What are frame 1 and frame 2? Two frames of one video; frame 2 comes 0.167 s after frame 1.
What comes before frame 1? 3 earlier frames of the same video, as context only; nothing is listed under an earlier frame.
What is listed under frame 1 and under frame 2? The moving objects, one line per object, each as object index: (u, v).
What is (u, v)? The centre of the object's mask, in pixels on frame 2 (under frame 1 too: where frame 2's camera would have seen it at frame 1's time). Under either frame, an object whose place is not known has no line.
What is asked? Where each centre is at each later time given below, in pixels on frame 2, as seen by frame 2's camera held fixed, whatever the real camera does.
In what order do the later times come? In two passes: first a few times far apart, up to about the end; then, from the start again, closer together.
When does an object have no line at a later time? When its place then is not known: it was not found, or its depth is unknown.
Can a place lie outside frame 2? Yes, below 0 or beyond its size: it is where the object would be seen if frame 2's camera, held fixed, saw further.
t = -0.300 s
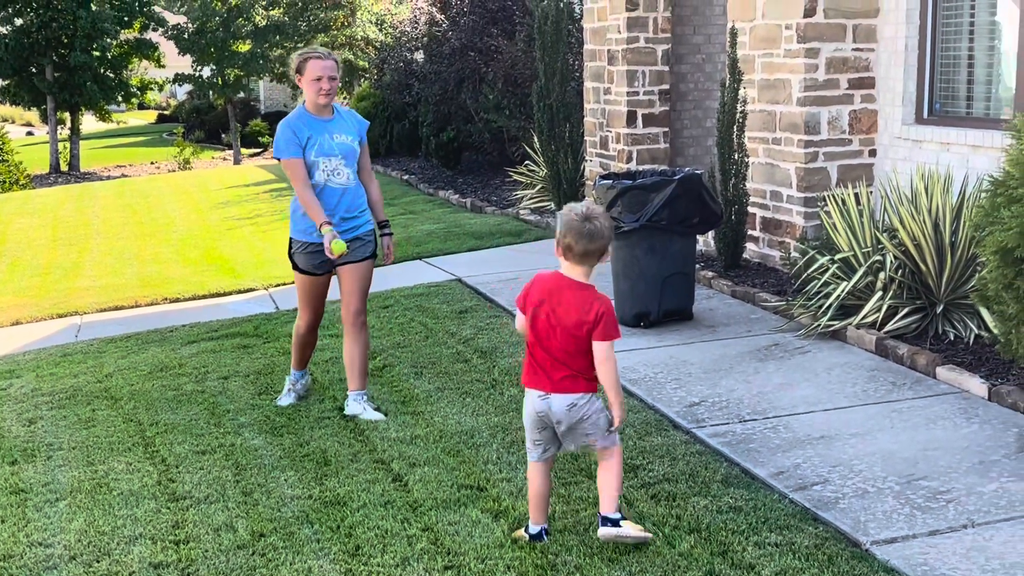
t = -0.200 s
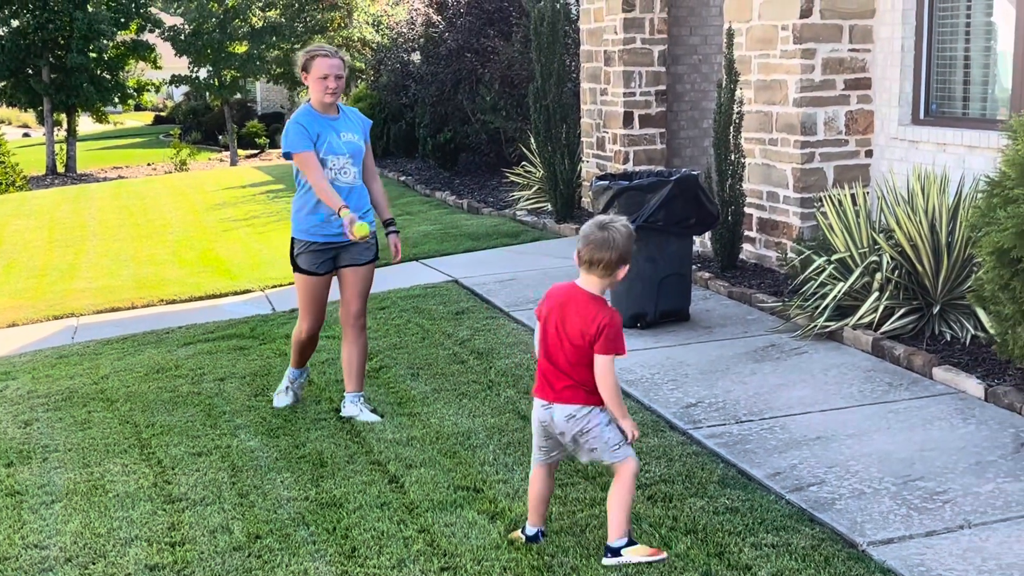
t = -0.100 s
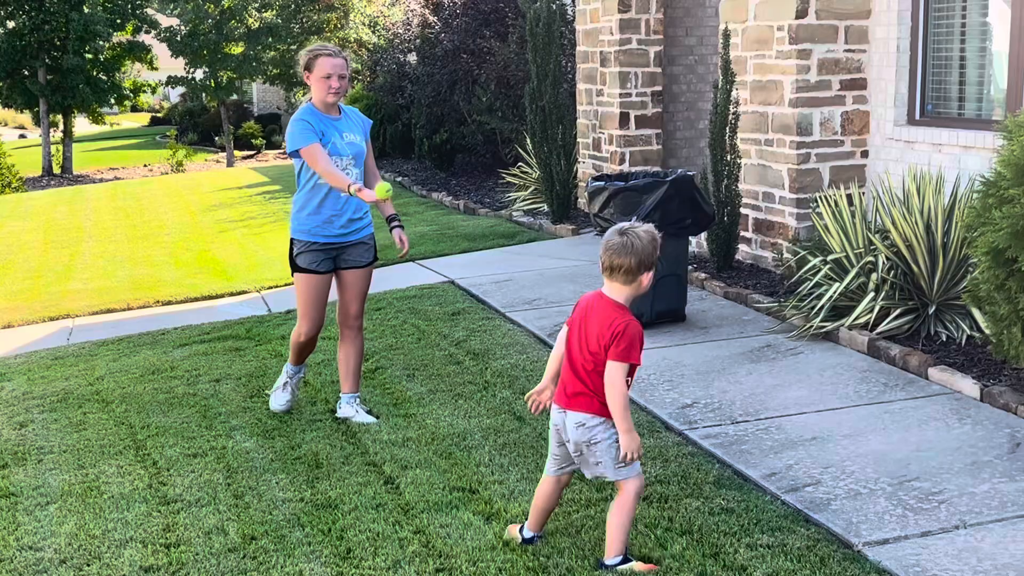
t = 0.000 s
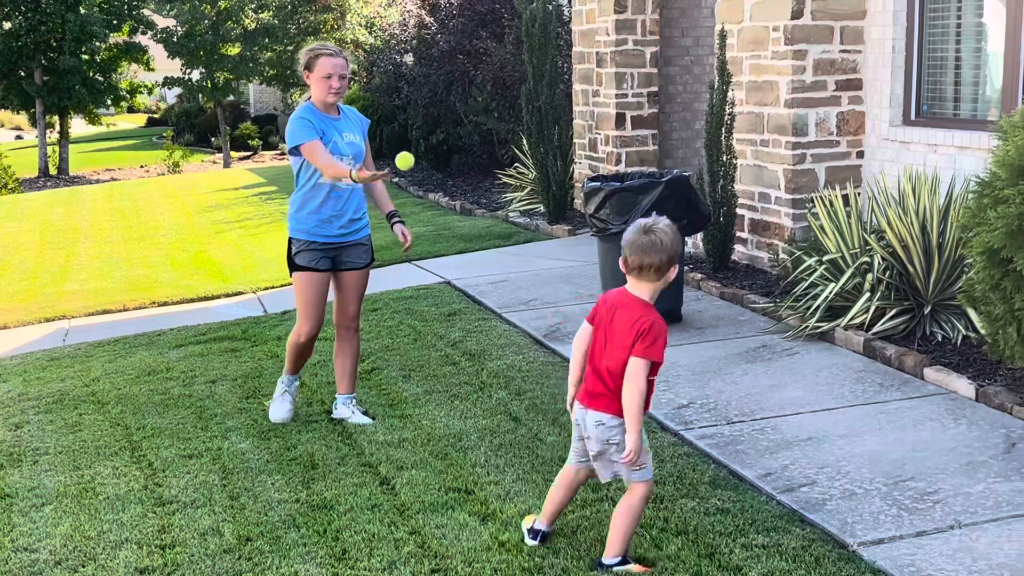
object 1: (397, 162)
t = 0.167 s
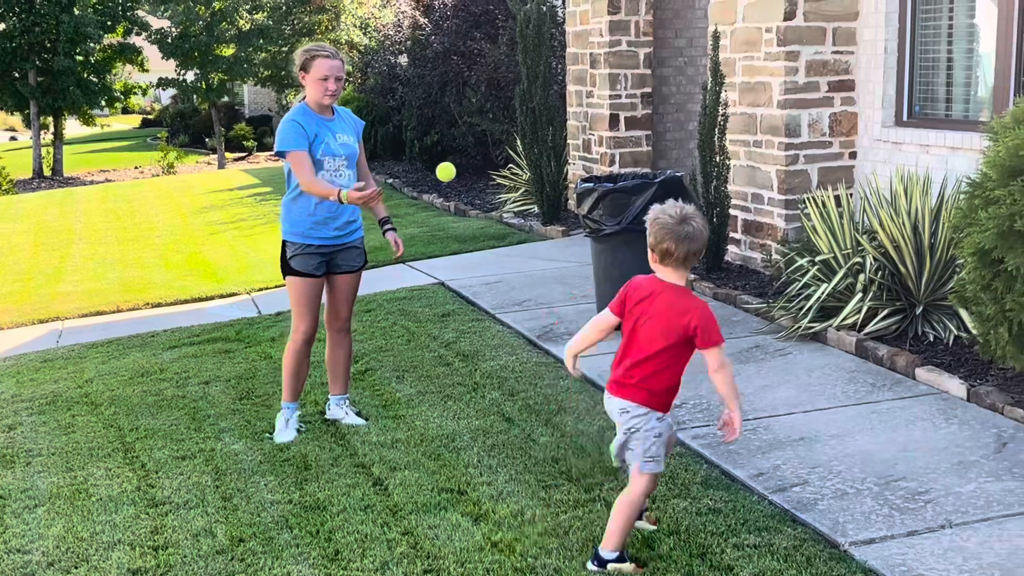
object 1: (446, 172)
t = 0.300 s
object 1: (488, 240)
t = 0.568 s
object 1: (581, 525)
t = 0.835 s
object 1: (583, 516)
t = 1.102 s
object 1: (585, 527)
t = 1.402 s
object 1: (584, 527)
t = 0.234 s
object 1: (466, 199)
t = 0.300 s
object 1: (488, 240)
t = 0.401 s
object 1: (522, 326)
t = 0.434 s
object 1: (534, 364)
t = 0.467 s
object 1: (546, 404)
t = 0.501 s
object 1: (559, 449)
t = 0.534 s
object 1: (571, 496)
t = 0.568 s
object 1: (581, 525)
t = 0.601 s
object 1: (581, 516)
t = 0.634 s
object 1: (581, 506)
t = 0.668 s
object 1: (582, 498)
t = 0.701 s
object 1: (582, 495)
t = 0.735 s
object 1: (582, 495)
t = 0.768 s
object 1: (583, 499)
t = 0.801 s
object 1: (583, 506)
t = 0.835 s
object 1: (583, 516)
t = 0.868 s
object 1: (583, 527)
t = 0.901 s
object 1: (584, 528)
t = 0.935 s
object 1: (585, 527)
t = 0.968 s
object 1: (585, 527)
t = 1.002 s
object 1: (585, 527)
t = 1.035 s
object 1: (585, 527)
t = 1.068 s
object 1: (585, 527)
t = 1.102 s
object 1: (585, 527)
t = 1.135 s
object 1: (584, 527)
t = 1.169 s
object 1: (584, 527)
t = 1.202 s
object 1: (584, 527)
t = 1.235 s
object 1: (584, 527)
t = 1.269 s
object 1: (584, 527)
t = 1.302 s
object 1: (584, 527)
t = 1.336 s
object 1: (584, 527)
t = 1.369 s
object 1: (584, 527)
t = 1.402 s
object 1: (584, 527)
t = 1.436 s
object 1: (584, 527)
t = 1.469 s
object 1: (584, 527)
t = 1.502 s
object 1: (584, 528)
